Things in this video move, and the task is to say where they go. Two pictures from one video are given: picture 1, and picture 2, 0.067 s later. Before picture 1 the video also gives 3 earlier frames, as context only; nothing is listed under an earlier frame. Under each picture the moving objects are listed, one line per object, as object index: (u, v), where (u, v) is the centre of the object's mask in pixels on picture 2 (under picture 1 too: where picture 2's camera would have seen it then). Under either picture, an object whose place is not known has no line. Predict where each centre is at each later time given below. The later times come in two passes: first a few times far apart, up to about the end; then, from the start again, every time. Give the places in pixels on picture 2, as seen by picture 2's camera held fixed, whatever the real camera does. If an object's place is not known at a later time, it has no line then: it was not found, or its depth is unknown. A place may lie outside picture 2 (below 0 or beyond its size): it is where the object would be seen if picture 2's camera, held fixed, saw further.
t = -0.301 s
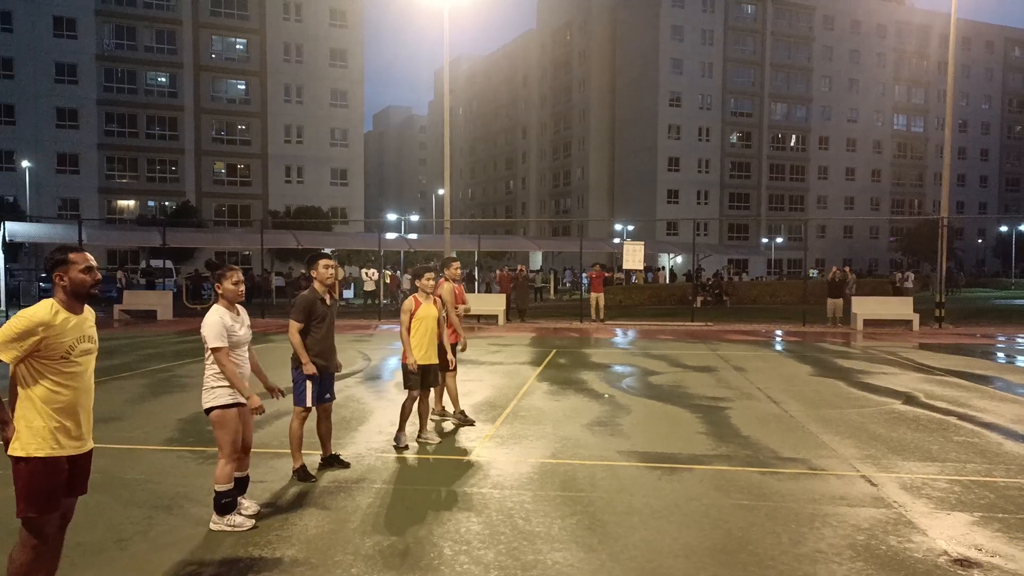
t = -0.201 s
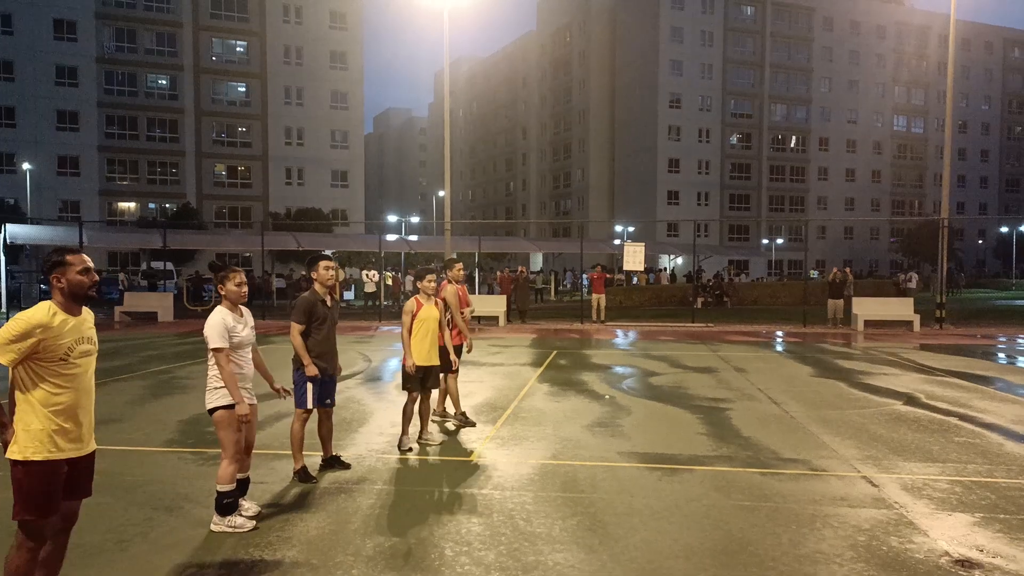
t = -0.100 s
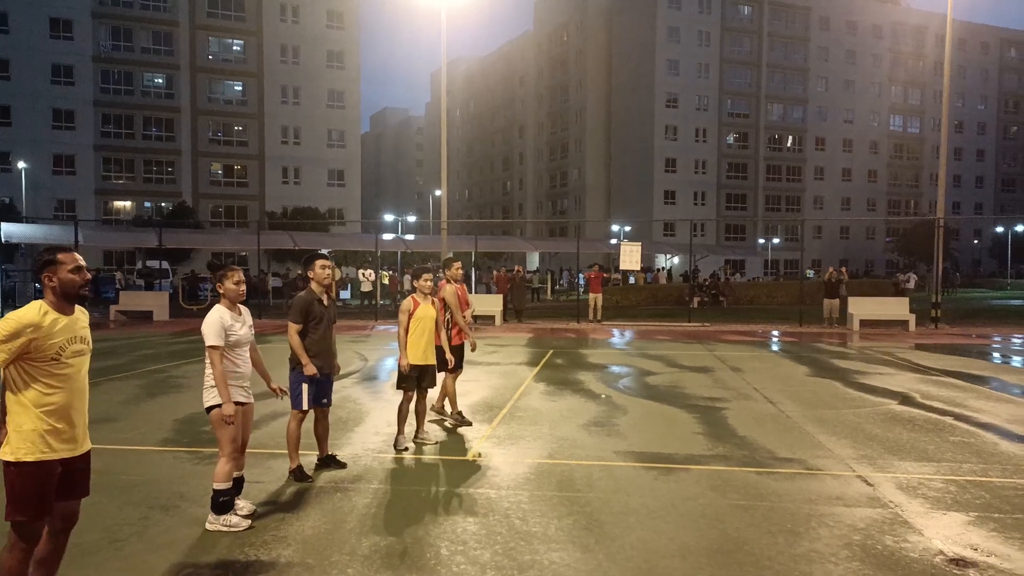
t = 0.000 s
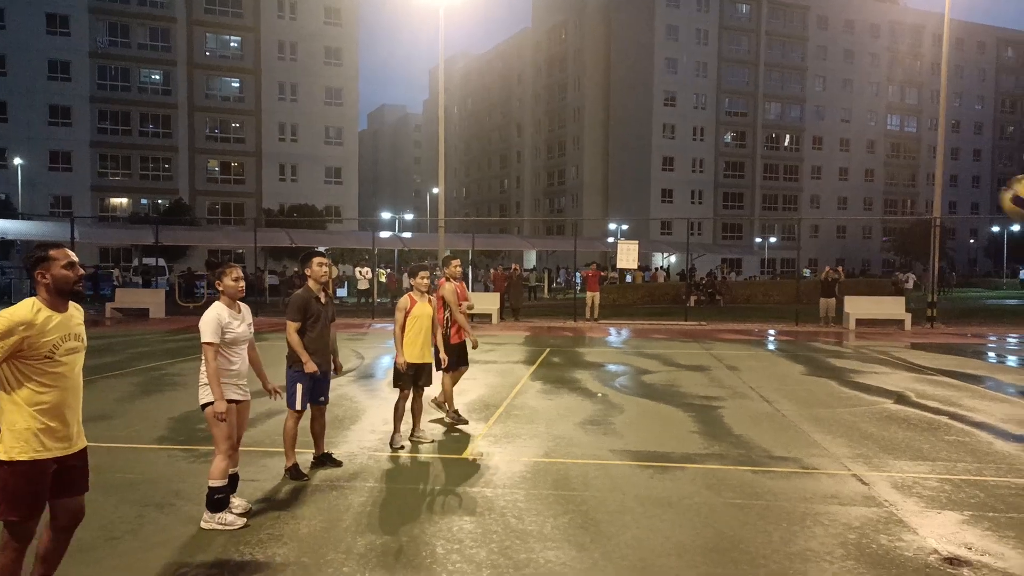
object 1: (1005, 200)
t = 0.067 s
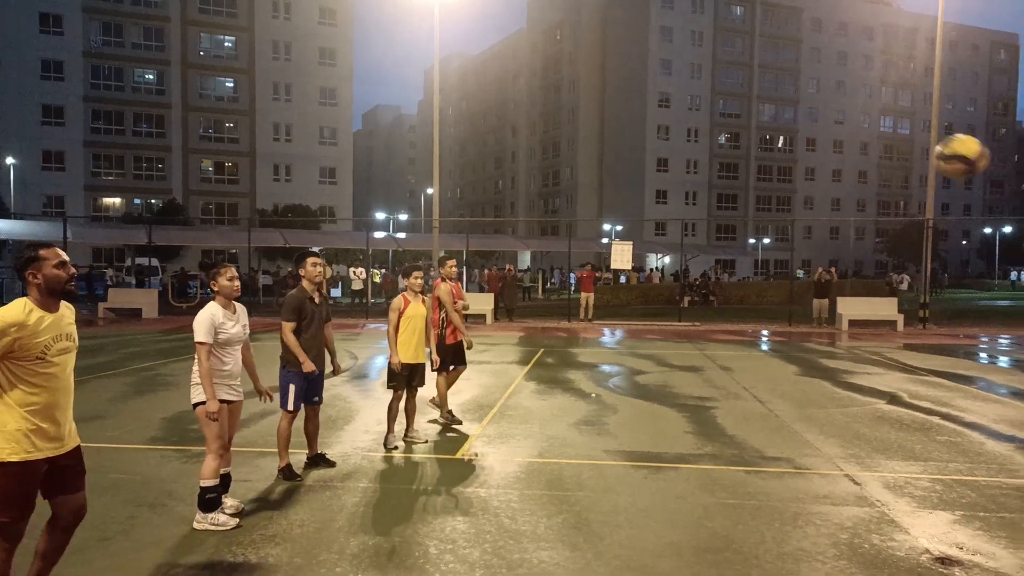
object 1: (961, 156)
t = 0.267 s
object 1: (798, 87)
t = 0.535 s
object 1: (620, 114)
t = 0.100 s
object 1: (933, 139)
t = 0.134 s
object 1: (905, 124)
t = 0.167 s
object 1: (877, 111)
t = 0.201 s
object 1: (850, 101)
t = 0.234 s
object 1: (825, 93)
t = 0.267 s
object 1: (798, 87)
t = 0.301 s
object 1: (775, 84)
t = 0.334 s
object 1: (752, 84)
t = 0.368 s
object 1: (727, 84)
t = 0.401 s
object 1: (704, 87)
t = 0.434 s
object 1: (682, 91)
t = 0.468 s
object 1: (660, 97)
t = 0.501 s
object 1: (641, 105)
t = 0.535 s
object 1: (620, 114)
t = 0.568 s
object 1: (600, 126)
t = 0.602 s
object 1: (582, 138)
